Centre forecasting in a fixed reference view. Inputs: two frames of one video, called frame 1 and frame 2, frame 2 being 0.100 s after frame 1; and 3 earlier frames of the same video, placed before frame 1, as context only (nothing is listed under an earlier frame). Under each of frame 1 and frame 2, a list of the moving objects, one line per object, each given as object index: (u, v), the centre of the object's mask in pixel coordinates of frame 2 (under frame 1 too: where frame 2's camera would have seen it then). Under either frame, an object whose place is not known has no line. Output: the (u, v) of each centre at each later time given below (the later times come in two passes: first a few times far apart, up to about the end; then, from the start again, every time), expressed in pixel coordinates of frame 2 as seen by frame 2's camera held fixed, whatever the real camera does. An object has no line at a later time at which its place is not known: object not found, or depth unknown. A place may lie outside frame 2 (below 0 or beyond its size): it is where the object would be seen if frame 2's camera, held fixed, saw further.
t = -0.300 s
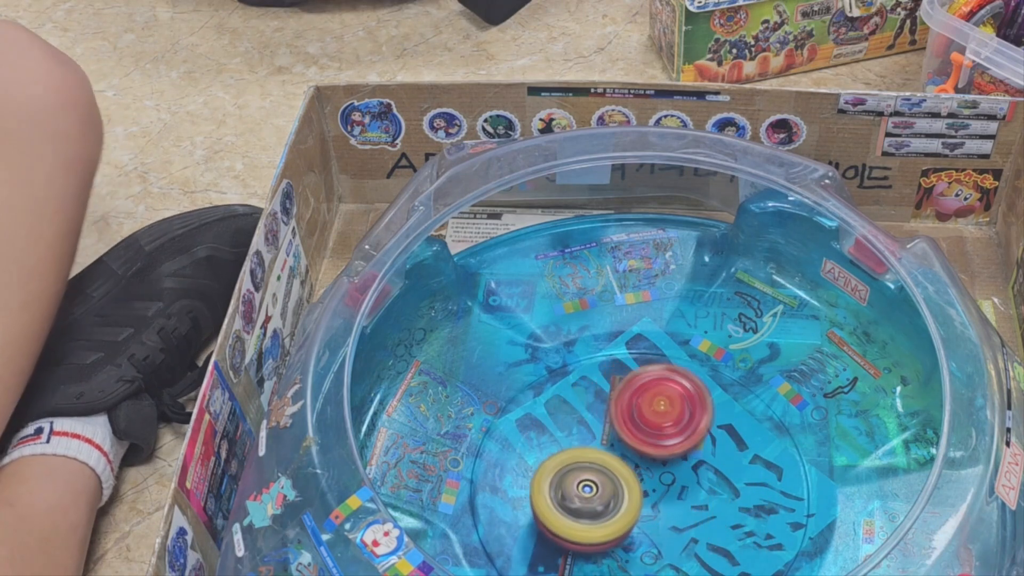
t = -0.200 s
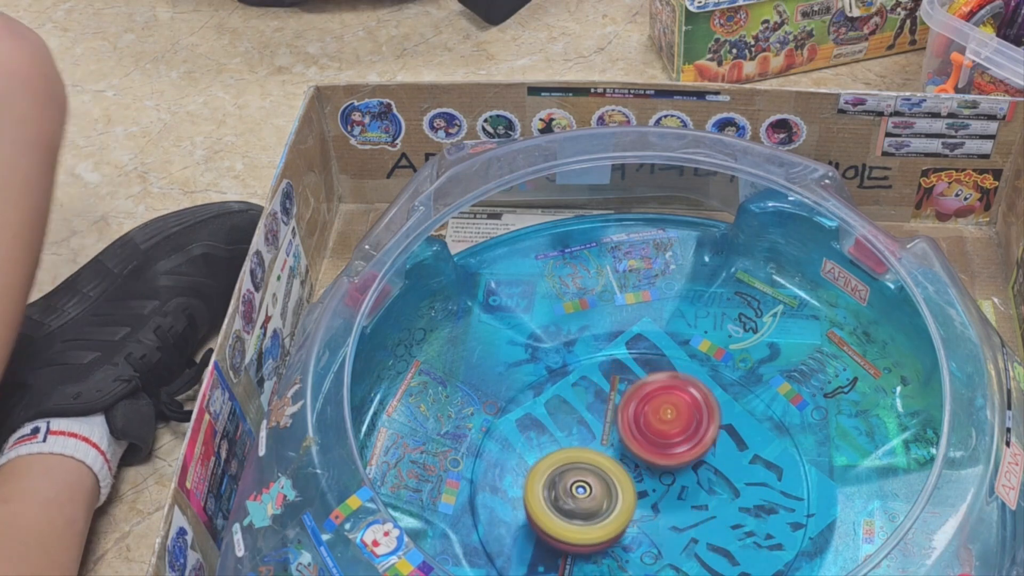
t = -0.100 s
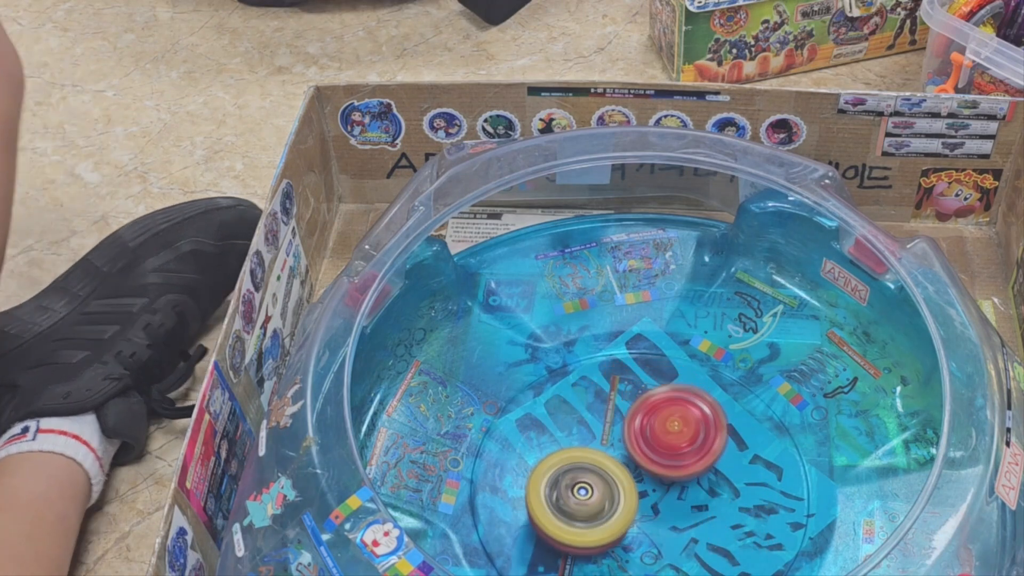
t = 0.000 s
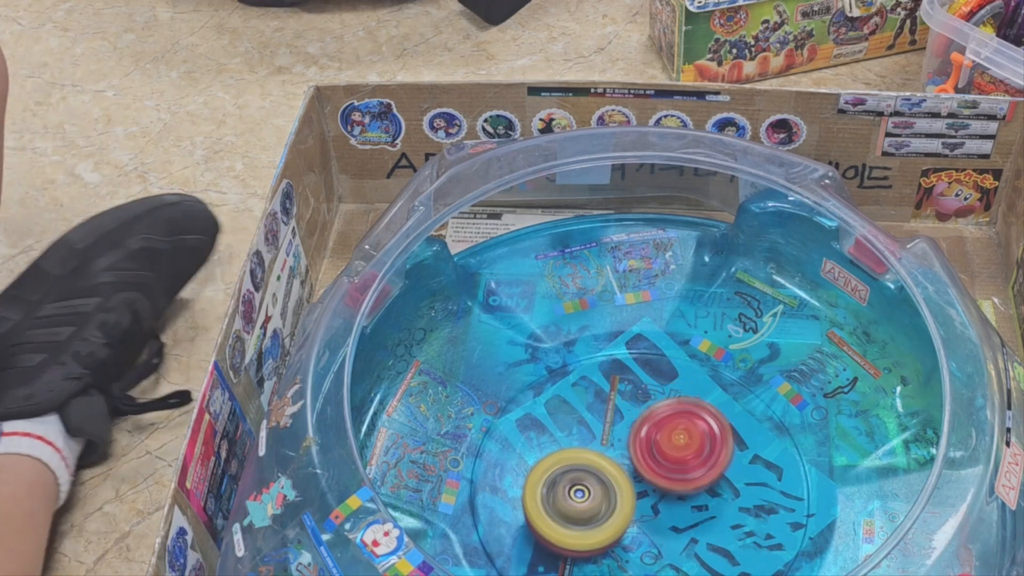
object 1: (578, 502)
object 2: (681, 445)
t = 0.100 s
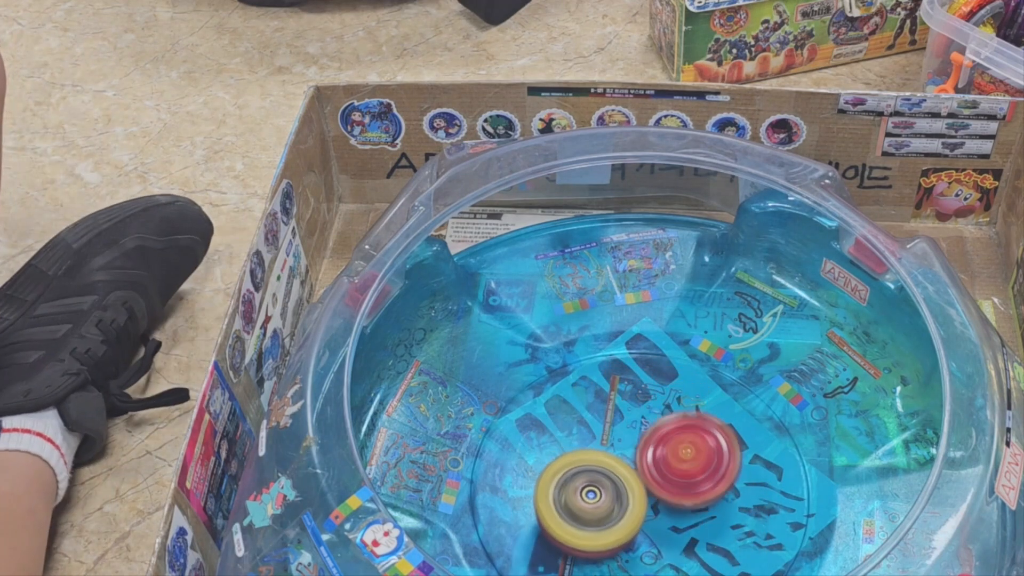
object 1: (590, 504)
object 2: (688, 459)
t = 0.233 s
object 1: (598, 505)
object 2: (705, 473)
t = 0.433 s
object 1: (620, 507)
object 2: (732, 483)
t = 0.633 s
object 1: (614, 508)
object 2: (777, 483)
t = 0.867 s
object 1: (631, 510)
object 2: (770, 482)
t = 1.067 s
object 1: (621, 508)
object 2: (753, 485)
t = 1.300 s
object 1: (588, 485)
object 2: (759, 503)
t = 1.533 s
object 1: (592, 475)
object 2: (762, 502)
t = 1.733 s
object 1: (610, 474)
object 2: (724, 494)
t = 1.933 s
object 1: (585, 456)
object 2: (713, 497)
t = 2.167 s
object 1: (578, 430)
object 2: (662, 498)
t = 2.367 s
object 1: (579, 407)
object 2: (626, 512)
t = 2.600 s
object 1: (615, 417)
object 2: (612, 518)
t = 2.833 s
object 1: (652, 403)
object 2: (600, 537)
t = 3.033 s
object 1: (653, 411)
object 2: (599, 528)
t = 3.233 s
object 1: (672, 424)
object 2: (596, 511)
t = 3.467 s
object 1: (713, 430)
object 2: (578, 524)
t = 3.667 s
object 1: (712, 454)
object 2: (590, 509)
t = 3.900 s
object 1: (725, 476)
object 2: (585, 482)
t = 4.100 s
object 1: (717, 494)
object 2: (588, 465)
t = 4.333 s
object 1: (704, 502)
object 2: (603, 451)
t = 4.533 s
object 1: (698, 518)
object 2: (619, 437)
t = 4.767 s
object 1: (691, 519)
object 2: (634, 434)
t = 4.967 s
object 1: (684, 527)
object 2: (637, 431)
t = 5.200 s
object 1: (668, 539)
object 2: (640, 431)
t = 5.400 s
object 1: (662, 538)
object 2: (645, 443)
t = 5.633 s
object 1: (632, 539)
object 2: (657, 437)
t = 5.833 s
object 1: (619, 536)
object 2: (654, 438)
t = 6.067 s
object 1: (608, 529)
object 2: (658, 445)
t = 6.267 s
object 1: (593, 514)
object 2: (664, 442)
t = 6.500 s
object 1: (579, 495)
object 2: (674, 438)
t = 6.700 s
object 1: (577, 480)
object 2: (672, 443)
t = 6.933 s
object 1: (572, 460)
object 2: (681, 454)
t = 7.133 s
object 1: (571, 461)
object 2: (687, 469)
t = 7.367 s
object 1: (568, 457)
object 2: (696, 491)
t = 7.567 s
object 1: (582, 444)
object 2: (687, 505)
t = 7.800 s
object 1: (603, 412)
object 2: (669, 525)
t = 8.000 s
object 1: (615, 399)
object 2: (647, 525)
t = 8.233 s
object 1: (596, 409)
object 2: (623, 513)
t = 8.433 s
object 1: (617, 400)
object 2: (626, 531)
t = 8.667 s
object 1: (693, 439)
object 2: (609, 526)
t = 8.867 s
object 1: (776, 491)
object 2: (588, 520)
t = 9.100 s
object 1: (766, 491)
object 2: (599, 498)
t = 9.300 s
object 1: (737, 502)
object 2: (608, 476)
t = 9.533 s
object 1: (723, 521)
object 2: (611, 460)
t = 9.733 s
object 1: (687, 534)
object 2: (621, 448)
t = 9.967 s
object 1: (617, 537)
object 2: (631, 441)
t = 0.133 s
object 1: (591, 504)
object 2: (692, 463)
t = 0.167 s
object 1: (591, 505)
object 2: (698, 467)
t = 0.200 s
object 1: (593, 505)
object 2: (702, 470)
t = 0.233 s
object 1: (598, 505)
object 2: (705, 473)
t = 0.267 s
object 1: (602, 506)
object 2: (711, 476)
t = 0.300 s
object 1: (607, 506)
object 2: (716, 477)
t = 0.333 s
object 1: (610, 506)
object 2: (723, 479)
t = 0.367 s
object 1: (615, 507)
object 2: (727, 480)
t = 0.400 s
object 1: (619, 507)
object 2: (730, 481)
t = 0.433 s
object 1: (620, 507)
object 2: (732, 483)
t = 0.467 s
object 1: (622, 506)
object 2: (734, 484)
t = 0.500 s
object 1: (616, 506)
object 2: (750, 485)
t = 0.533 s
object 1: (613, 506)
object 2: (761, 485)
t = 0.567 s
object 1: (613, 507)
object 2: (769, 485)
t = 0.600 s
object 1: (613, 507)
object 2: (773, 483)
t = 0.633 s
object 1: (614, 508)
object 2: (777, 483)
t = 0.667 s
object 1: (615, 508)
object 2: (779, 482)
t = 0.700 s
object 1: (616, 508)
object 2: (780, 482)
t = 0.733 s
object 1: (618, 508)
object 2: (780, 482)
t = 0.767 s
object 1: (620, 508)
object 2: (779, 481)
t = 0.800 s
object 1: (623, 508)
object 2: (777, 481)
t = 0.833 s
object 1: (627, 509)
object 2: (773, 482)
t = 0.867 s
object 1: (631, 510)
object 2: (770, 482)
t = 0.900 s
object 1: (636, 510)
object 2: (764, 483)
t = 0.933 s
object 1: (640, 510)
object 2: (758, 484)
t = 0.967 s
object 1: (637, 508)
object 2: (753, 485)
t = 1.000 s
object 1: (632, 510)
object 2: (757, 485)
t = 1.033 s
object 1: (625, 509)
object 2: (757, 485)
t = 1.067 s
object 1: (621, 508)
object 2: (753, 485)
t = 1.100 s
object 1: (619, 507)
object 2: (748, 485)
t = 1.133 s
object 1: (617, 505)
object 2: (743, 487)
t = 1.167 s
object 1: (616, 503)
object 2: (737, 488)
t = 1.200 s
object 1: (616, 502)
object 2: (731, 489)
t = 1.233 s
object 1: (608, 494)
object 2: (733, 492)
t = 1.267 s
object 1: (595, 488)
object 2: (748, 499)
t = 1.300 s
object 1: (588, 485)
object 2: (759, 503)
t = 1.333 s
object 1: (585, 482)
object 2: (764, 505)
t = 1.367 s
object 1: (585, 480)
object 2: (766, 505)
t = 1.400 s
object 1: (587, 478)
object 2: (767, 505)
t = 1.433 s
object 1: (589, 476)
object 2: (767, 505)
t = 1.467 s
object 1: (591, 476)
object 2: (767, 504)
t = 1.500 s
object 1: (592, 476)
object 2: (765, 503)
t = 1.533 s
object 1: (592, 475)
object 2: (762, 502)
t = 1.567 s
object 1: (594, 475)
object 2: (758, 500)
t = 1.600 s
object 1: (598, 474)
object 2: (754, 498)
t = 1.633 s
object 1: (601, 474)
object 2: (748, 497)
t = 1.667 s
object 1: (604, 474)
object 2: (741, 497)
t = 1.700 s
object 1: (607, 474)
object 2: (733, 496)
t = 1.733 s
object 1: (610, 474)
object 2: (724, 494)
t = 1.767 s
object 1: (602, 469)
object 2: (730, 497)
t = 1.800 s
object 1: (593, 465)
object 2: (734, 499)
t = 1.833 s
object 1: (590, 461)
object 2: (732, 500)
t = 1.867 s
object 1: (587, 460)
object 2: (726, 499)
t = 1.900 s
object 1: (586, 458)
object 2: (720, 498)
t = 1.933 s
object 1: (585, 456)
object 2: (713, 497)
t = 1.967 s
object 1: (584, 454)
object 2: (705, 496)
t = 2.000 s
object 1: (583, 450)
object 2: (697, 495)
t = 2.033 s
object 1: (582, 445)
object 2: (687, 495)
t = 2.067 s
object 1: (582, 442)
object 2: (680, 495)
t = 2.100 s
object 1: (579, 436)
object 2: (677, 497)
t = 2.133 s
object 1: (579, 433)
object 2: (670, 498)
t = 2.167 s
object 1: (578, 430)
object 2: (662, 498)
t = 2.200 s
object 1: (576, 425)
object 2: (656, 501)
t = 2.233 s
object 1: (576, 423)
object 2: (649, 502)
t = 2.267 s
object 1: (576, 420)
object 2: (642, 502)
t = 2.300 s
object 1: (577, 418)
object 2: (635, 502)
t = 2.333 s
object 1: (578, 413)
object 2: (630, 506)
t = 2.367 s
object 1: (579, 407)
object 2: (626, 512)
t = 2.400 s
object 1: (582, 405)
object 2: (623, 515)
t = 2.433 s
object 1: (587, 406)
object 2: (618, 517)
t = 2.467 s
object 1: (593, 407)
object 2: (614, 518)
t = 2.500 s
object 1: (598, 409)
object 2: (613, 518)
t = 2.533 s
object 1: (603, 412)
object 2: (612, 518)
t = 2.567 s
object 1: (608, 415)
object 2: (612, 518)
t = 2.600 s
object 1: (615, 417)
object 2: (612, 518)
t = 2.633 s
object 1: (623, 404)
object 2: (609, 528)
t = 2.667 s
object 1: (630, 397)
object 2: (606, 534)
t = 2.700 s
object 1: (638, 395)
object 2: (604, 535)
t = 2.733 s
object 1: (645, 396)
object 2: (603, 536)
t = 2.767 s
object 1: (649, 398)
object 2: (602, 537)
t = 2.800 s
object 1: (651, 401)
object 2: (601, 537)
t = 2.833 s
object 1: (652, 403)
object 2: (600, 537)
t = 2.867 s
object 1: (652, 404)
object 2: (600, 537)
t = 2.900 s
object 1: (651, 405)
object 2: (599, 536)
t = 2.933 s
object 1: (651, 406)
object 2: (599, 535)
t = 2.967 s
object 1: (652, 408)
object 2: (599, 533)
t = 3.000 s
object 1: (653, 409)
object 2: (599, 531)
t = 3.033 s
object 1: (653, 411)
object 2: (599, 528)
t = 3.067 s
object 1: (654, 413)
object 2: (600, 525)
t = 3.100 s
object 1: (655, 415)
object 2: (600, 521)
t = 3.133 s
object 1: (657, 418)
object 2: (601, 518)
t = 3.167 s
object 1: (658, 421)
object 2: (602, 513)
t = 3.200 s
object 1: (660, 425)
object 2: (603, 509)
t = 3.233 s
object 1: (672, 424)
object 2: (596, 511)
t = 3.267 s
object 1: (688, 417)
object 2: (584, 519)
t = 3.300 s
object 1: (698, 415)
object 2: (579, 525)
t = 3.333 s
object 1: (706, 416)
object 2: (577, 526)
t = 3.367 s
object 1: (709, 419)
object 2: (577, 527)
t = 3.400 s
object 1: (711, 423)
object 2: (577, 526)
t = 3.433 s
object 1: (711, 427)
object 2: (577, 525)
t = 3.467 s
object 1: (713, 430)
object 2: (578, 524)
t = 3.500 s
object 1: (713, 433)
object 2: (580, 522)
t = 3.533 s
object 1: (713, 438)
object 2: (581, 520)
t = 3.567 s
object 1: (713, 442)
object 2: (583, 517)
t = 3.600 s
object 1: (713, 446)
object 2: (585, 515)
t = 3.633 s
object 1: (713, 450)
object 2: (587, 512)
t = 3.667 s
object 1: (712, 454)
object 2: (590, 509)
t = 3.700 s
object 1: (712, 456)
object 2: (594, 505)
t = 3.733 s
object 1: (711, 459)
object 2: (597, 501)
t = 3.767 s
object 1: (711, 463)
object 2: (600, 497)
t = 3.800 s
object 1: (711, 465)
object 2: (603, 493)
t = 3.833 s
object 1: (718, 467)
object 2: (595, 488)
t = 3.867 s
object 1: (723, 472)
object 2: (587, 485)
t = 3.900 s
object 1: (725, 476)
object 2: (585, 482)
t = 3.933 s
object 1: (724, 480)
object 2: (584, 479)
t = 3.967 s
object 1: (723, 484)
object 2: (584, 476)
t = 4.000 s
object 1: (723, 487)
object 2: (584, 474)
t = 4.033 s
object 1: (721, 489)
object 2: (585, 471)
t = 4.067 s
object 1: (719, 492)
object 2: (586, 468)
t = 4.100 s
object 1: (717, 494)
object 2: (588, 465)
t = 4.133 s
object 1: (716, 495)
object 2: (590, 463)
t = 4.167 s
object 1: (713, 497)
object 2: (592, 461)
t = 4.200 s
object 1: (711, 499)
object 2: (594, 458)
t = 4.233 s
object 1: (708, 499)
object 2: (597, 456)
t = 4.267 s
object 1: (706, 499)
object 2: (600, 454)
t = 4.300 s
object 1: (704, 500)
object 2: (603, 453)
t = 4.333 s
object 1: (704, 502)
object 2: (603, 451)
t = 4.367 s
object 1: (704, 506)
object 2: (604, 449)
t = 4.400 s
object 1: (703, 508)
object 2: (608, 447)
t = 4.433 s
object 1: (700, 510)
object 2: (611, 446)
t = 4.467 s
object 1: (698, 512)
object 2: (615, 444)
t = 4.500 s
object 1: (698, 513)
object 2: (617, 440)
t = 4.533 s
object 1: (698, 518)
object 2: (619, 437)
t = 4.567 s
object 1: (698, 521)
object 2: (623, 435)
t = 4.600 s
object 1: (697, 522)
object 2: (626, 433)
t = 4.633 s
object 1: (695, 523)
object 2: (629, 432)
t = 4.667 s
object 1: (694, 523)
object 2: (631, 432)
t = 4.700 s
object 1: (693, 522)
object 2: (631, 432)
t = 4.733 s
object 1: (691, 521)
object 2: (631, 433)
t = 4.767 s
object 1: (691, 519)
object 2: (634, 434)
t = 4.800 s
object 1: (691, 522)
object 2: (636, 431)
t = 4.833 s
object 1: (690, 524)
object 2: (635, 430)
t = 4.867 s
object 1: (689, 523)
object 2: (637, 431)
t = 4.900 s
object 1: (686, 523)
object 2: (639, 431)
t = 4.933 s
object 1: (684, 523)
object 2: (639, 433)
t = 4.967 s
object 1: (684, 527)
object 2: (637, 431)
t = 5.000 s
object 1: (684, 535)
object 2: (634, 425)
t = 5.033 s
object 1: (682, 537)
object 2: (634, 424)
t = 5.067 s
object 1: (677, 539)
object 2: (635, 425)
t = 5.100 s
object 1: (674, 539)
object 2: (637, 426)
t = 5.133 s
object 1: (671, 539)
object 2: (638, 427)
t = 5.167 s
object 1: (670, 540)
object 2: (640, 429)
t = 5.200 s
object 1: (668, 539)
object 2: (640, 431)
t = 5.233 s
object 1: (666, 539)
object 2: (639, 434)
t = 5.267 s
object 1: (665, 539)
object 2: (640, 437)
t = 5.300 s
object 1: (664, 538)
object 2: (643, 441)
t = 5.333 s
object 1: (664, 537)
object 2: (644, 444)
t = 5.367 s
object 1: (664, 537)
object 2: (646, 444)
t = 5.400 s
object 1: (662, 538)
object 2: (645, 443)
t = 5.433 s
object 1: (660, 538)
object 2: (645, 444)
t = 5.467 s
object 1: (656, 538)
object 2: (646, 444)
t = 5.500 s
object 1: (653, 538)
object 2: (647, 445)
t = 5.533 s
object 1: (649, 540)
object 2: (650, 441)
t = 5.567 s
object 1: (643, 540)
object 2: (651, 439)
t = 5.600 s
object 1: (638, 540)
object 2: (654, 437)
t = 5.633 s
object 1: (632, 539)
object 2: (657, 437)
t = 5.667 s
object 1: (629, 539)
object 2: (657, 436)
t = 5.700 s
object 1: (624, 539)
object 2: (657, 436)
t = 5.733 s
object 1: (622, 538)
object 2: (656, 436)
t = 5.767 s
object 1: (621, 537)
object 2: (656, 436)
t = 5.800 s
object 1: (619, 537)
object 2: (655, 437)
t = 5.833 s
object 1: (619, 536)
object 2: (654, 438)
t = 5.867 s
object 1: (617, 535)
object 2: (655, 438)
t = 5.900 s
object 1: (616, 535)
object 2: (658, 440)
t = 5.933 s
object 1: (615, 534)
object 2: (658, 441)
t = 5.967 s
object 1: (614, 533)
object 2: (657, 443)
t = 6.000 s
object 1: (613, 531)
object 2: (655, 445)
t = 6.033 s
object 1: (609, 528)
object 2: (657, 445)
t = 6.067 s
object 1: (608, 529)
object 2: (658, 445)
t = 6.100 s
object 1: (605, 525)
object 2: (658, 445)
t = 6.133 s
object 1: (602, 525)
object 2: (660, 444)
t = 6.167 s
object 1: (600, 523)
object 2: (661, 442)
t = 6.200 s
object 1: (597, 520)
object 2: (662, 442)
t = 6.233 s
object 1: (594, 517)
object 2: (663, 442)
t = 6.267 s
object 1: (593, 514)
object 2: (664, 442)
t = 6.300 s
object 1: (590, 512)
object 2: (664, 441)
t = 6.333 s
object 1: (589, 510)
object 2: (664, 441)
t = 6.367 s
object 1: (586, 507)
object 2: (665, 442)
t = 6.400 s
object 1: (583, 504)
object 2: (668, 441)
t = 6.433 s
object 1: (582, 500)
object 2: (672, 439)
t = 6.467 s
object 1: (579, 498)
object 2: (675, 438)
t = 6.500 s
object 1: (579, 495)
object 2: (674, 438)
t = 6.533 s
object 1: (578, 494)
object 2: (674, 438)
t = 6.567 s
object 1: (578, 492)
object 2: (673, 439)
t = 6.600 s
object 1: (577, 491)
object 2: (672, 439)
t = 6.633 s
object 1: (576, 489)
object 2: (673, 440)
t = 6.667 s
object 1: (576, 487)
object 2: (672, 441)
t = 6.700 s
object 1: (577, 480)
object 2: (672, 443)
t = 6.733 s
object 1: (573, 477)
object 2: (677, 442)
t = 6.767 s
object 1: (573, 473)
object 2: (679, 444)
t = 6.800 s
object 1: (572, 469)
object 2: (680, 447)
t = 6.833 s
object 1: (571, 465)
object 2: (681, 449)
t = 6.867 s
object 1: (571, 463)
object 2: (681, 451)
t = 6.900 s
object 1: (572, 461)
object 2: (681, 452)
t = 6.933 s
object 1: (572, 460)
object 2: (681, 454)
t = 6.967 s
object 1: (571, 459)
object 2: (683, 457)
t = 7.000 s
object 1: (571, 459)
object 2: (683, 459)
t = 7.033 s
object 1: (572, 460)
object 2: (682, 461)
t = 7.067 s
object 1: (570, 460)
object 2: (684, 464)
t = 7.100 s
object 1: (570, 460)
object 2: (686, 467)
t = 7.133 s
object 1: (571, 461)
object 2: (687, 469)
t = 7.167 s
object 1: (571, 461)
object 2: (686, 471)
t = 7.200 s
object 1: (572, 462)
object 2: (685, 474)
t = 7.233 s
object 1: (573, 462)
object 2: (685, 476)
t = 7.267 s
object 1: (572, 461)
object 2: (686, 480)
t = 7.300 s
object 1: (567, 458)
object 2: (692, 485)
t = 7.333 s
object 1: (567, 457)
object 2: (695, 488)
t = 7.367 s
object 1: (568, 457)
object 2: (696, 491)
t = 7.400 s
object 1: (569, 455)
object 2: (696, 493)
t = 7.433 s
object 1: (571, 453)
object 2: (694, 496)
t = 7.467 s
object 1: (574, 452)
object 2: (694, 498)
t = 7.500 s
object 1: (577, 450)
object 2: (692, 500)
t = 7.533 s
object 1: (580, 447)
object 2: (689, 502)
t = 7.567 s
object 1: (582, 444)
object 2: (687, 505)
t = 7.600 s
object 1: (584, 442)
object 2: (684, 506)
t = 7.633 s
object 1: (587, 440)
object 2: (681, 507)
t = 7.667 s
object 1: (591, 438)
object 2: (676, 508)
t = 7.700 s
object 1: (594, 436)
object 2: (672, 509)
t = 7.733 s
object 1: (597, 430)
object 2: (670, 512)
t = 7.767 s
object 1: (599, 419)
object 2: (671, 520)
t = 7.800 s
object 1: (603, 412)
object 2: (669, 525)
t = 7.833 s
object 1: (607, 406)
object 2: (667, 526)
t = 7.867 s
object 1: (609, 401)
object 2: (664, 527)
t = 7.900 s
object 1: (612, 398)
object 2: (661, 527)
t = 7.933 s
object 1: (615, 398)
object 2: (658, 527)
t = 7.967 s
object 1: (615, 397)
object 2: (653, 526)
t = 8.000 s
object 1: (615, 399)
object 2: (647, 525)
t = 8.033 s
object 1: (612, 401)
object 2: (642, 523)
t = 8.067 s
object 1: (609, 404)
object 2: (639, 521)
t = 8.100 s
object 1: (606, 407)
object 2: (635, 519)
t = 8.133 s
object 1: (603, 409)
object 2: (632, 517)
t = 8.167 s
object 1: (600, 411)
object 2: (628, 513)
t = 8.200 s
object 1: (598, 411)
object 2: (625, 510)
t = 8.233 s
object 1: (596, 409)
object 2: (623, 513)
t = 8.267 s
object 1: (596, 397)
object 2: (624, 525)
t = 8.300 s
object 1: (599, 391)
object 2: (625, 531)
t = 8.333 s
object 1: (605, 391)
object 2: (625, 533)
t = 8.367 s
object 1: (608, 393)
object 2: (625, 532)
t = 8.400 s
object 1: (612, 396)
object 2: (625, 532)
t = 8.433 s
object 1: (617, 400)
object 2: (626, 531)
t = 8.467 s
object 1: (624, 405)
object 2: (625, 531)
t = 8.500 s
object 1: (631, 411)
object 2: (625, 530)
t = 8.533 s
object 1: (640, 416)
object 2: (626, 528)
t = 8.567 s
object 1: (649, 423)
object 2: (626, 527)
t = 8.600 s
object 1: (657, 429)
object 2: (627, 524)
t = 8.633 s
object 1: (671, 436)
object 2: (621, 524)
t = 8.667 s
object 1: (693, 439)
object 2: (609, 526)
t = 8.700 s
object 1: (716, 448)
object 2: (601, 527)
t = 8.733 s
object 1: (733, 456)
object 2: (596, 527)
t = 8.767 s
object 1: (748, 465)
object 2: (594, 526)
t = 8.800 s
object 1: (759, 475)
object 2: (591, 523)
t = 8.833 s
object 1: (769, 483)
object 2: (589, 522)
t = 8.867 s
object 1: (776, 491)
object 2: (588, 520)
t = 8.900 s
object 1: (781, 497)
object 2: (587, 517)
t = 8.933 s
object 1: (784, 499)
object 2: (587, 515)
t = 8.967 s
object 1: (784, 501)
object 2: (588, 512)
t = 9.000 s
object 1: (781, 499)
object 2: (590, 509)
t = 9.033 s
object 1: (777, 498)
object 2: (593, 505)
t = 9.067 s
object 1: (771, 494)
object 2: (595, 502)
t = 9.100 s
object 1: (766, 491)
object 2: (599, 498)
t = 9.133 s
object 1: (759, 489)
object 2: (603, 495)
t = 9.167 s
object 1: (751, 488)
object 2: (608, 493)
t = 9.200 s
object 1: (742, 489)
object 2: (612, 490)
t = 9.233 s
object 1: (733, 491)
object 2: (618, 487)
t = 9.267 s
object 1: (733, 497)
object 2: (614, 483)
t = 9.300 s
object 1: (737, 502)
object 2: (608, 476)
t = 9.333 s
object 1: (736, 505)
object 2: (607, 471)
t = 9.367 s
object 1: (734, 506)
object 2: (611, 470)
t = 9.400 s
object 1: (729, 507)
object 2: (614, 469)
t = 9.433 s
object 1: (724, 509)
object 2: (619, 470)
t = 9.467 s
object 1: (727, 516)
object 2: (611, 465)
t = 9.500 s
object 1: (727, 520)
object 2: (609, 462)
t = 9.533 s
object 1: (723, 521)
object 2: (611, 460)
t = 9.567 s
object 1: (718, 522)
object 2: (614, 461)
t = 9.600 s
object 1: (711, 523)
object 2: (615, 460)
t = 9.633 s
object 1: (704, 525)
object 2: (618, 460)
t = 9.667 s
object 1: (698, 528)
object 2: (618, 456)
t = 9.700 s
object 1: (694, 532)
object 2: (620, 450)
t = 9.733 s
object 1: (687, 534)
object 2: (621, 448)
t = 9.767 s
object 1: (680, 535)
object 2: (621, 448)
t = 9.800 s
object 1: (672, 537)
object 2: (621, 446)
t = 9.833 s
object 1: (662, 537)
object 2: (622, 443)
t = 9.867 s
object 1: (652, 537)
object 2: (625, 444)
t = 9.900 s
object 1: (641, 537)
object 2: (625, 443)
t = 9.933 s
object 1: (629, 536)
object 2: (627, 443)
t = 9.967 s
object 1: (617, 537)
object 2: (631, 441)
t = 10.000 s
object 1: (605, 535)
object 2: (636, 439)
